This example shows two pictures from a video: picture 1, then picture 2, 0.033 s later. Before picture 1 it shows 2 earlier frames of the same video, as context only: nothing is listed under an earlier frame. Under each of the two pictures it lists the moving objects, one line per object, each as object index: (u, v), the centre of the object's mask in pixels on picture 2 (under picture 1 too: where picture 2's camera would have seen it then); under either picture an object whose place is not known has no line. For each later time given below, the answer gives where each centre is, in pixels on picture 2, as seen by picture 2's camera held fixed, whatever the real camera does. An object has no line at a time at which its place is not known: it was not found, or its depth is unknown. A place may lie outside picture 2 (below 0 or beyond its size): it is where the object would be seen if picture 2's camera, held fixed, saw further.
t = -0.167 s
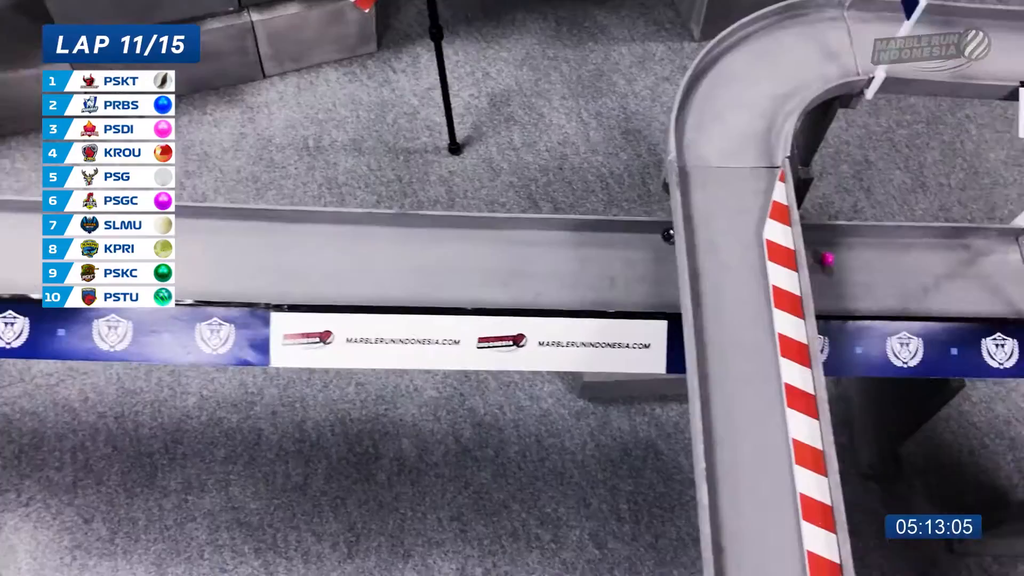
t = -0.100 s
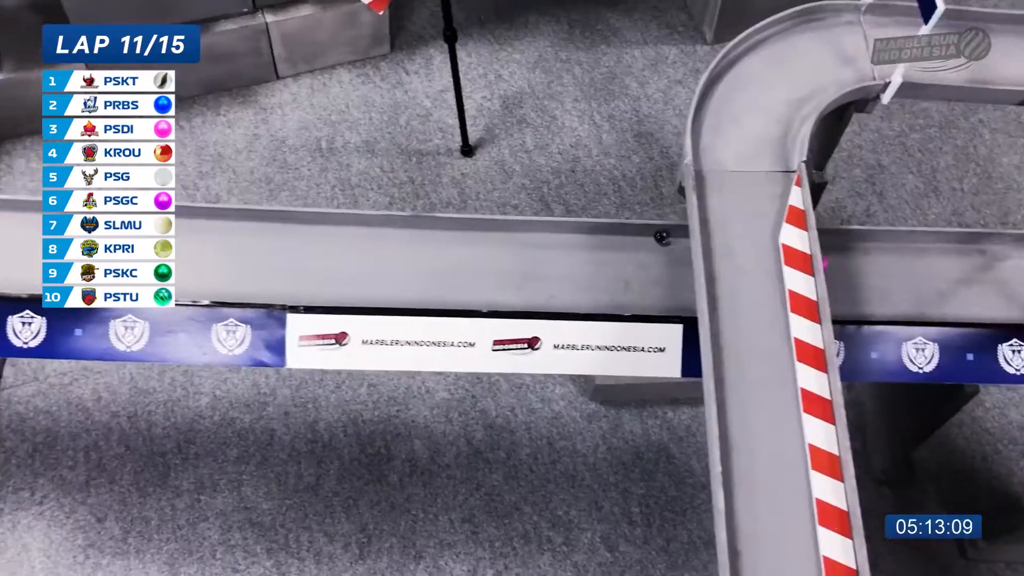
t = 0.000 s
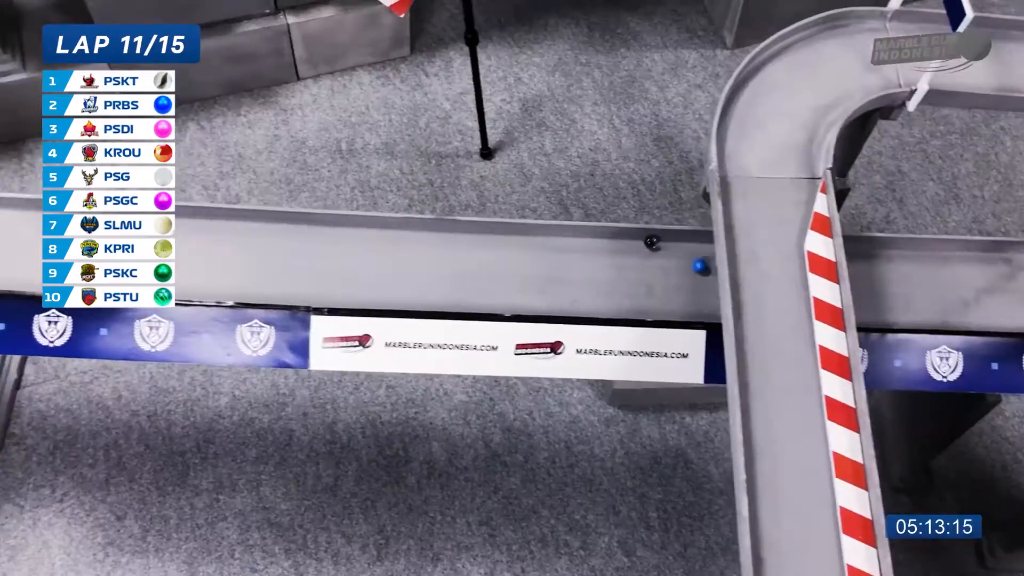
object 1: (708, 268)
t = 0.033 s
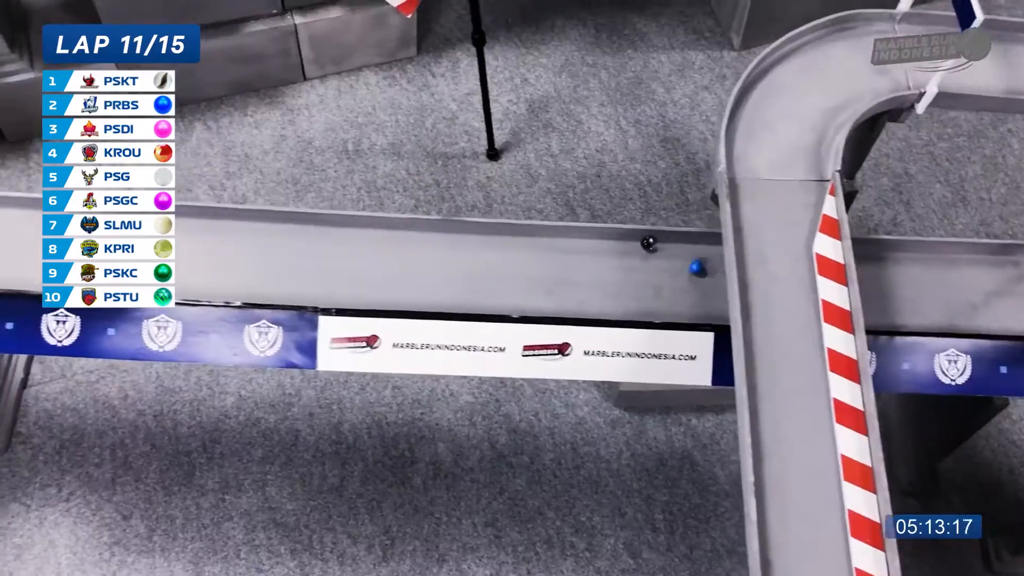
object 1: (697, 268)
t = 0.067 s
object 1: (685, 268)
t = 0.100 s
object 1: (672, 267)
